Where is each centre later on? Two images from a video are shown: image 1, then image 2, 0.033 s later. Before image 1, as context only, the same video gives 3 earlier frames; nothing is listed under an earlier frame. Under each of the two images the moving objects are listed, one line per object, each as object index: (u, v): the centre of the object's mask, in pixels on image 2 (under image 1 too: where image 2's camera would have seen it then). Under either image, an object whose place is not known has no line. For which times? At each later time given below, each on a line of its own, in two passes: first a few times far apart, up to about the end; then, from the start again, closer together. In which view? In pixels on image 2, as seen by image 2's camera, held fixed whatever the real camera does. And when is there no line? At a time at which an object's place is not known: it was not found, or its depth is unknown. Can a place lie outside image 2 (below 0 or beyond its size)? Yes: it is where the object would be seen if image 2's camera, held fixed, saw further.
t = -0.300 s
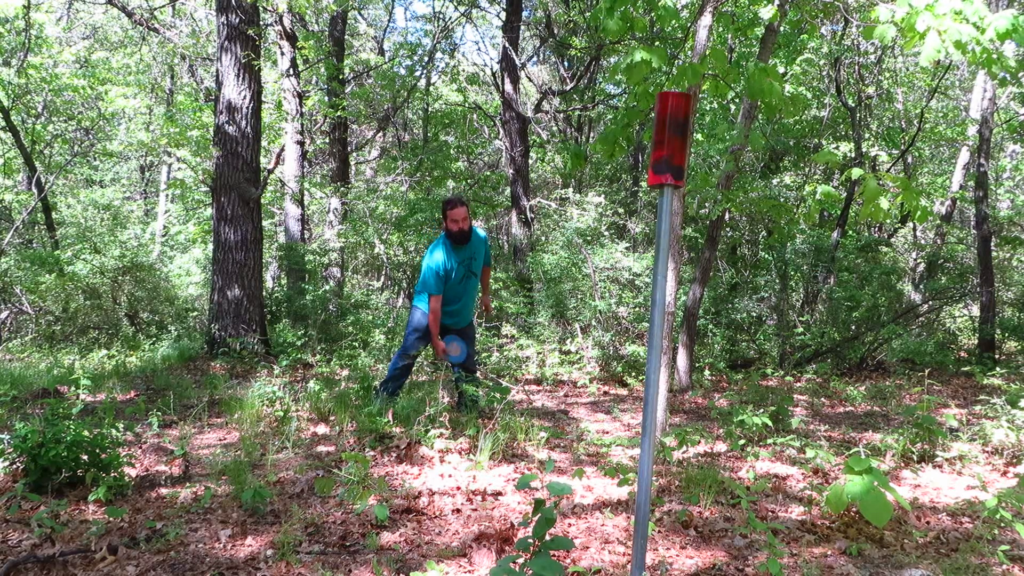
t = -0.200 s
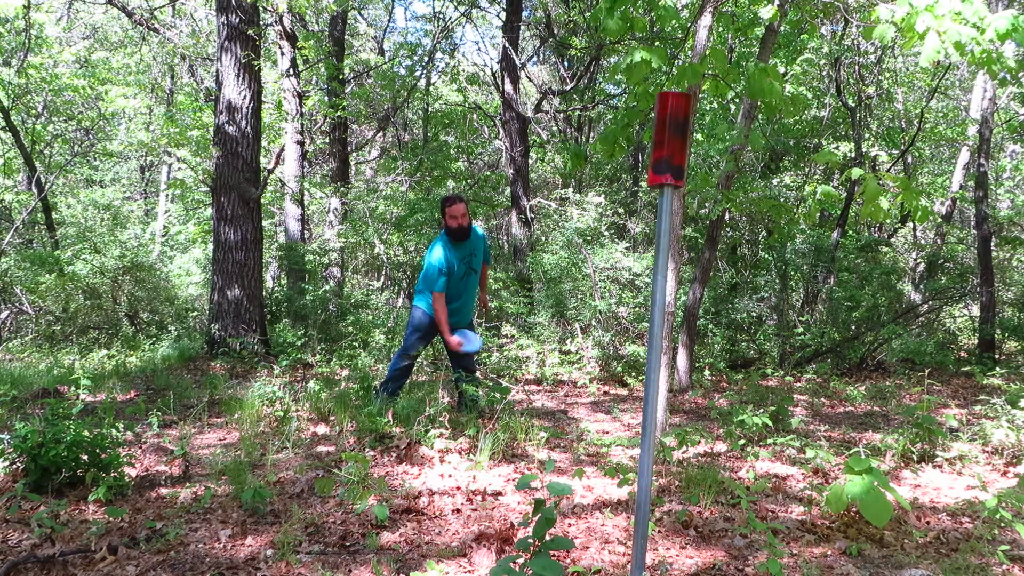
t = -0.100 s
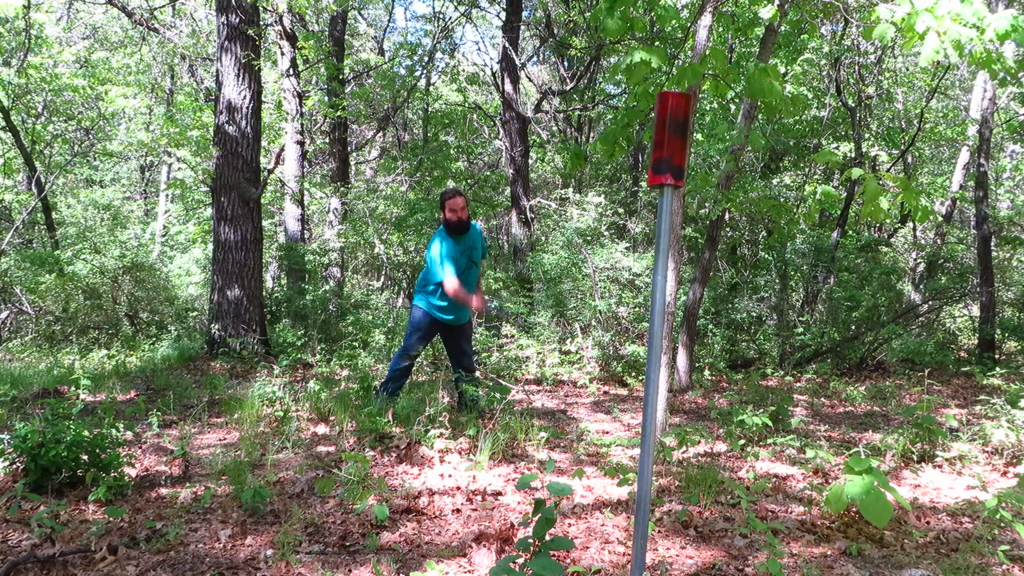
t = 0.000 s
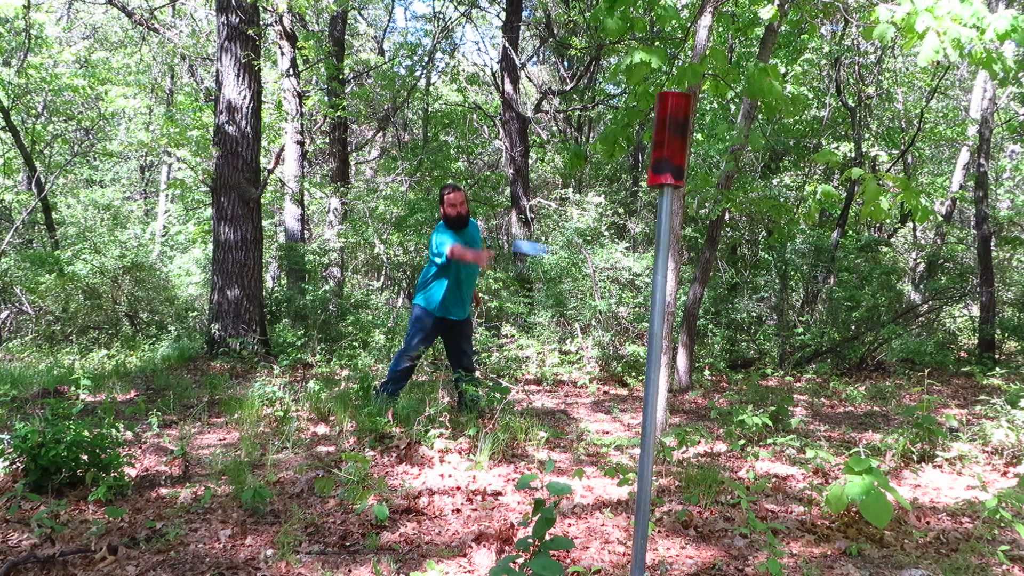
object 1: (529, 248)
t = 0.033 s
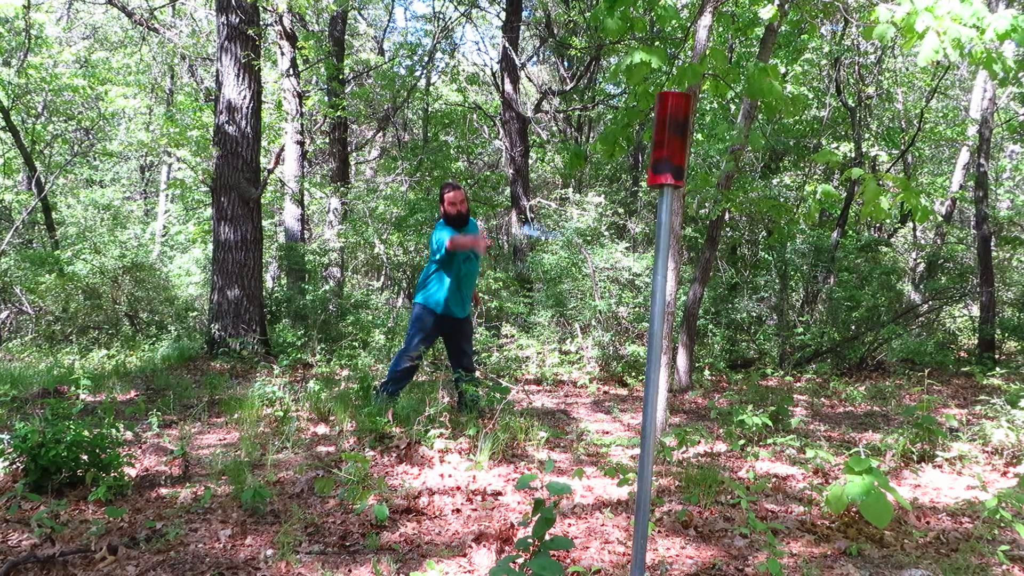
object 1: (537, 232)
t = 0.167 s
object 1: (607, 171)
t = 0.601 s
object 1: (697, 321)
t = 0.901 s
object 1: (712, 501)
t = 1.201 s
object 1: (724, 496)
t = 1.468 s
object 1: (712, 502)
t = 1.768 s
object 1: (708, 511)
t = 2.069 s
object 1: (709, 511)
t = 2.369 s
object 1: (708, 511)
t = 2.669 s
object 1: (708, 511)
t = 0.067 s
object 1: (552, 214)
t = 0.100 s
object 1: (573, 200)
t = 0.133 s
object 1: (584, 183)
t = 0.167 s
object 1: (607, 171)
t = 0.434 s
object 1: (691, 206)
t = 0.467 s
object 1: (691, 221)
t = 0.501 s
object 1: (691, 240)
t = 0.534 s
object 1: (692, 266)
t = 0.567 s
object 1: (695, 289)
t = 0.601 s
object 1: (697, 321)
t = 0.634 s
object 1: (698, 344)
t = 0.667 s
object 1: (700, 372)
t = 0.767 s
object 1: (699, 473)
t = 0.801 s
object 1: (700, 500)
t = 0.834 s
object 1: (707, 512)
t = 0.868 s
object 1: (708, 506)
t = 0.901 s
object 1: (712, 501)
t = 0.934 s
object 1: (715, 498)
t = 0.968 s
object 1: (718, 497)
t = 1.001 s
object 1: (720, 496)
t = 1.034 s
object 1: (722, 496)
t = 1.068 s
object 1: (723, 496)
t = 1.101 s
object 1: (723, 496)
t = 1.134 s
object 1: (724, 496)
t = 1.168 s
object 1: (724, 496)
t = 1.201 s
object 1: (724, 496)
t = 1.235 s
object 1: (724, 496)
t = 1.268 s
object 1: (723, 496)
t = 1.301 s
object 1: (722, 497)
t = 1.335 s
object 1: (721, 497)
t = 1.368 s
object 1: (719, 497)
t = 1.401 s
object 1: (717, 498)
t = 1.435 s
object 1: (714, 499)
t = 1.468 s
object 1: (712, 502)
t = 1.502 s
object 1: (708, 505)
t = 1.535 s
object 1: (707, 510)
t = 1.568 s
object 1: (708, 511)
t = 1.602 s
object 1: (708, 511)
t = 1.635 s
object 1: (708, 511)
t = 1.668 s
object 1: (708, 511)
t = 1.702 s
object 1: (708, 511)
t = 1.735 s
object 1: (708, 511)
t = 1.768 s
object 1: (708, 511)
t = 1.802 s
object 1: (708, 511)
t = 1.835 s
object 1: (708, 511)
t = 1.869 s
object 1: (708, 511)
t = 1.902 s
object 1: (708, 511)
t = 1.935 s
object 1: (708, 511)
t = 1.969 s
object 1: (708, 511)
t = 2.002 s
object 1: (708, 511)
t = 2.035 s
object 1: (708, 511)
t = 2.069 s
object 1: (709, 511)
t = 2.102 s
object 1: (708, 511)
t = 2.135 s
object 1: (708, 511)
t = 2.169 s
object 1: (708, 511)
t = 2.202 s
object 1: (708, 511)
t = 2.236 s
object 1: (708, 511)
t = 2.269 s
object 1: (708, 511)
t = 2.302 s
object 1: (708, 511)
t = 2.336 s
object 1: (708, 511)
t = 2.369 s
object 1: (708, 511)
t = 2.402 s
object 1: (708, 511)
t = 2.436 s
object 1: (708, 511)
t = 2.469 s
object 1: (708, 511)
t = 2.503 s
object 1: (708, 511)
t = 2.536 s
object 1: (709, 511)
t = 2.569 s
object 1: (708, 511)
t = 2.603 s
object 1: (708, 511)
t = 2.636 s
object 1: (708, 511)
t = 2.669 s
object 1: (708, 511)
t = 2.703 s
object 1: (708, 511)
